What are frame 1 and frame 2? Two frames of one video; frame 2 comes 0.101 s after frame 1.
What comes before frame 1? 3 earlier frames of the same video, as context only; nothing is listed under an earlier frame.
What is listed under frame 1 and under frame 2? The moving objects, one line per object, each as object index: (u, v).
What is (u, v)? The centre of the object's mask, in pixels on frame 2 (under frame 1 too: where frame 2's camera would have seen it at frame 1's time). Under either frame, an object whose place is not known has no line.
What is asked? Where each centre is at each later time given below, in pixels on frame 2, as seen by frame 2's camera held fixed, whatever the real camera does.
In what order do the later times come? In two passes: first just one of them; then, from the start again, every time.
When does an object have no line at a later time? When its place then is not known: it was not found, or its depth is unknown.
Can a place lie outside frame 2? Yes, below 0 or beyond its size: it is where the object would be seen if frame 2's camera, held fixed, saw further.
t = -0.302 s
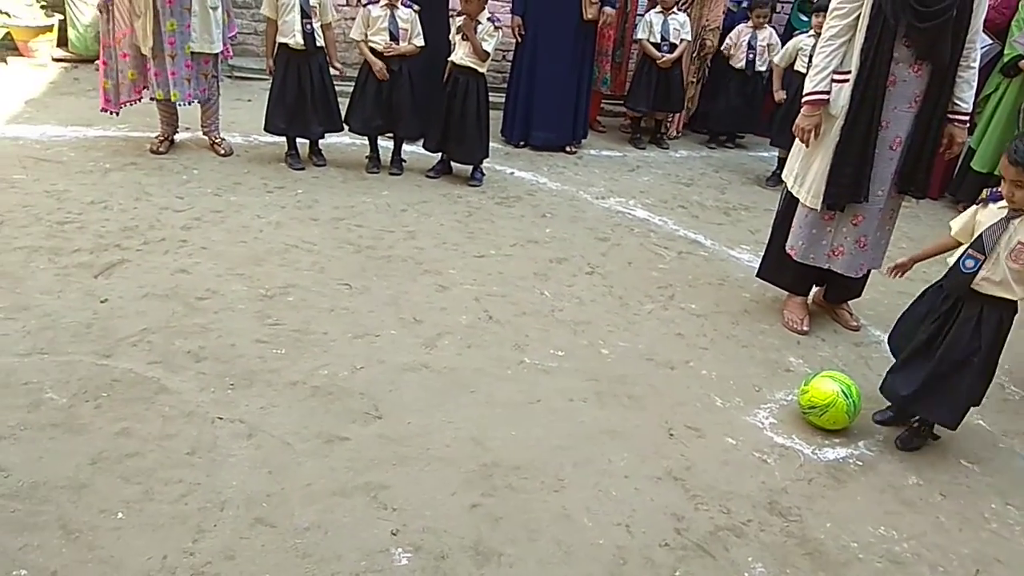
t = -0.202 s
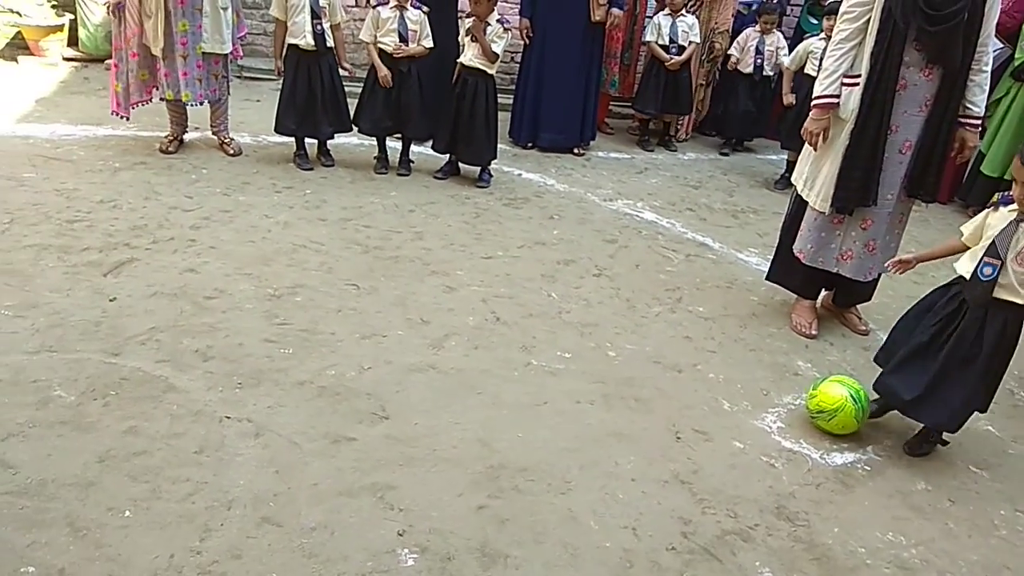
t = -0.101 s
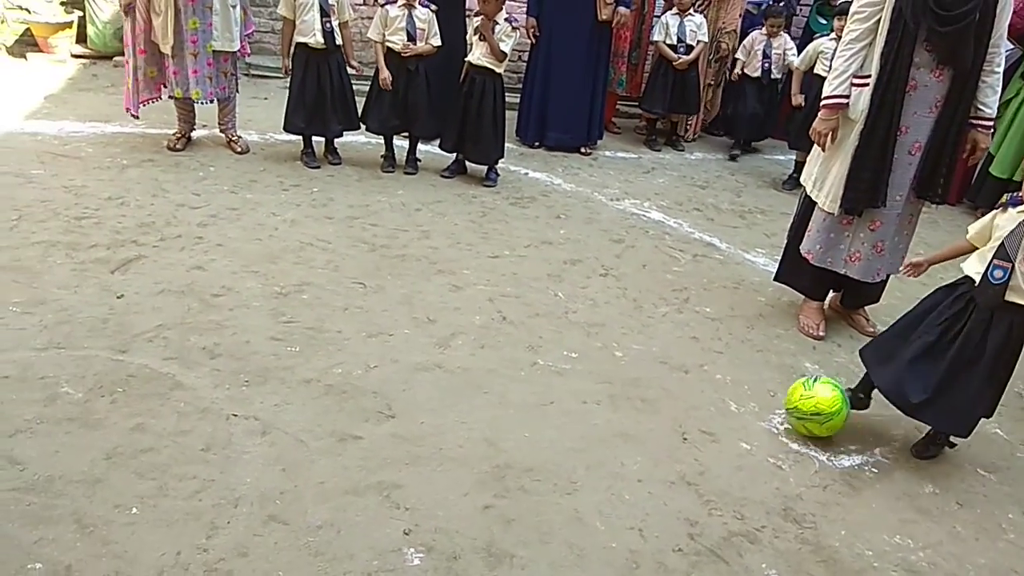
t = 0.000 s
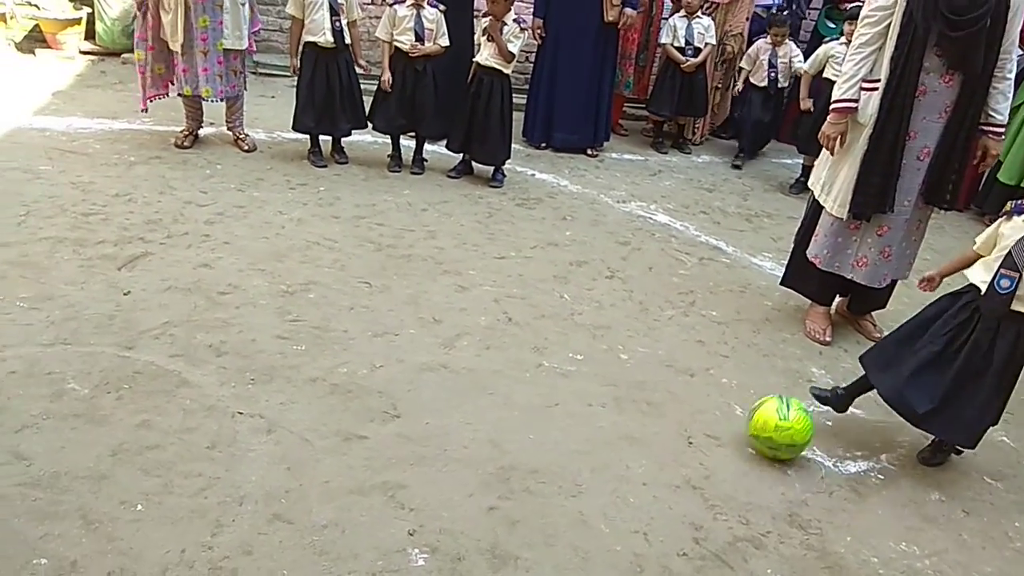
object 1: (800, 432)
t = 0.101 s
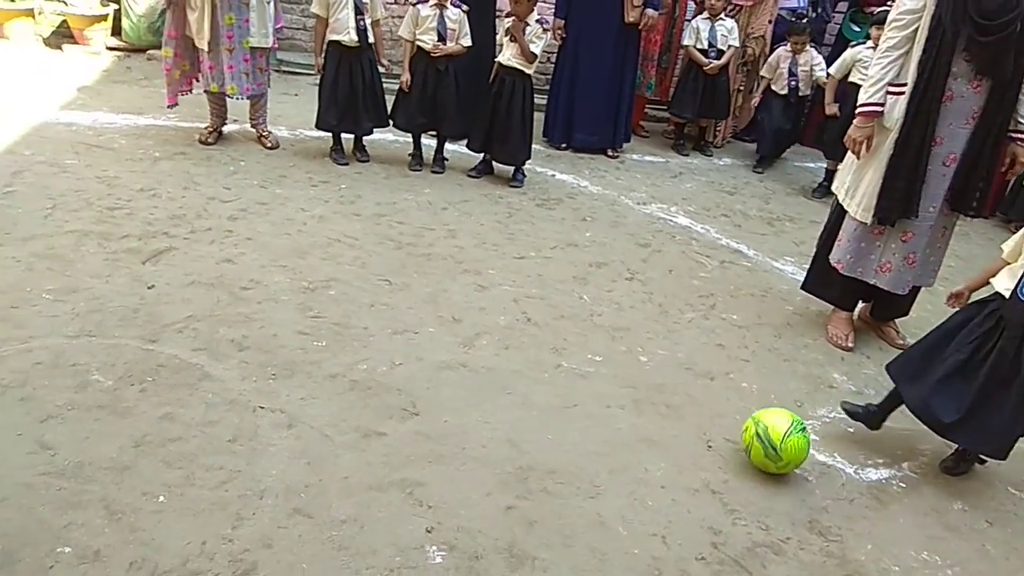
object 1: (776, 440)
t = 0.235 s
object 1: (744, 458)
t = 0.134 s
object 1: (767, 448)
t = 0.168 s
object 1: (760, 449)
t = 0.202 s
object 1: (752, 453)
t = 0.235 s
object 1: (744, 458)
